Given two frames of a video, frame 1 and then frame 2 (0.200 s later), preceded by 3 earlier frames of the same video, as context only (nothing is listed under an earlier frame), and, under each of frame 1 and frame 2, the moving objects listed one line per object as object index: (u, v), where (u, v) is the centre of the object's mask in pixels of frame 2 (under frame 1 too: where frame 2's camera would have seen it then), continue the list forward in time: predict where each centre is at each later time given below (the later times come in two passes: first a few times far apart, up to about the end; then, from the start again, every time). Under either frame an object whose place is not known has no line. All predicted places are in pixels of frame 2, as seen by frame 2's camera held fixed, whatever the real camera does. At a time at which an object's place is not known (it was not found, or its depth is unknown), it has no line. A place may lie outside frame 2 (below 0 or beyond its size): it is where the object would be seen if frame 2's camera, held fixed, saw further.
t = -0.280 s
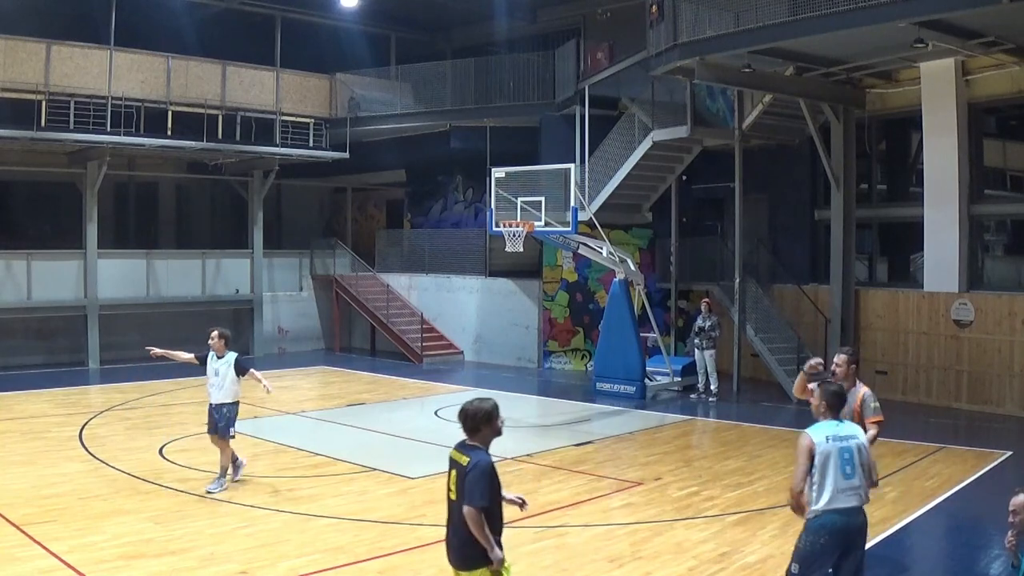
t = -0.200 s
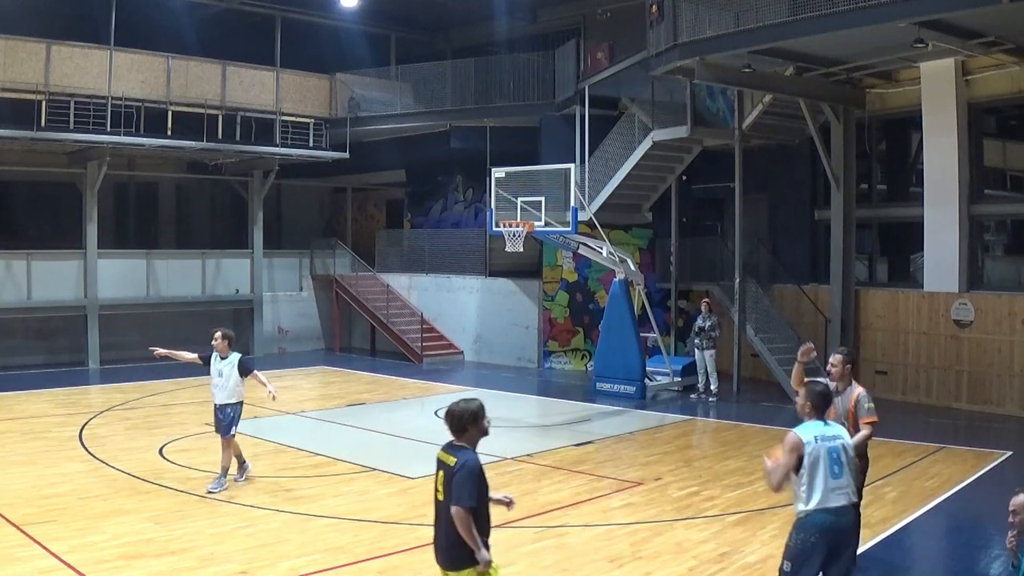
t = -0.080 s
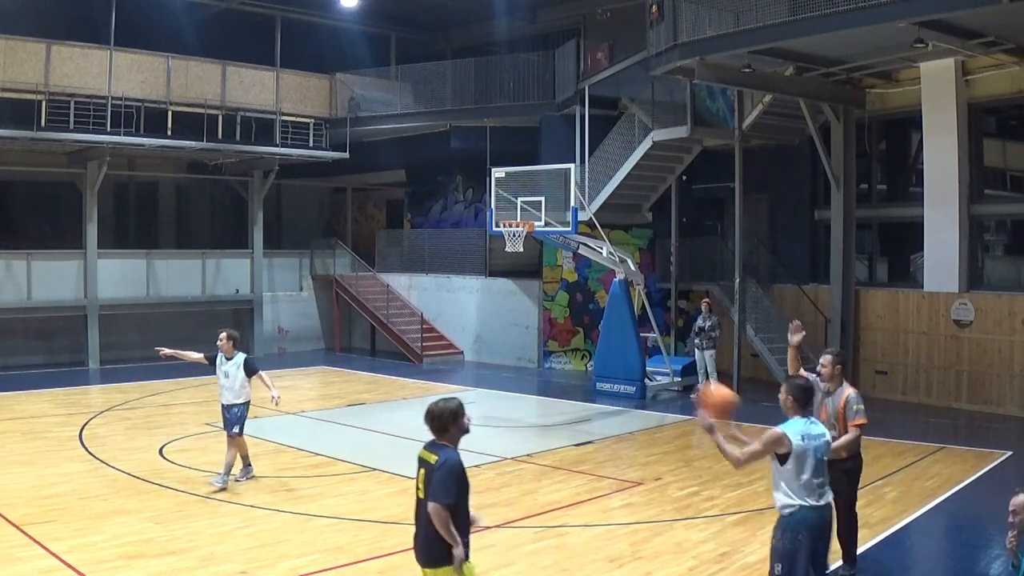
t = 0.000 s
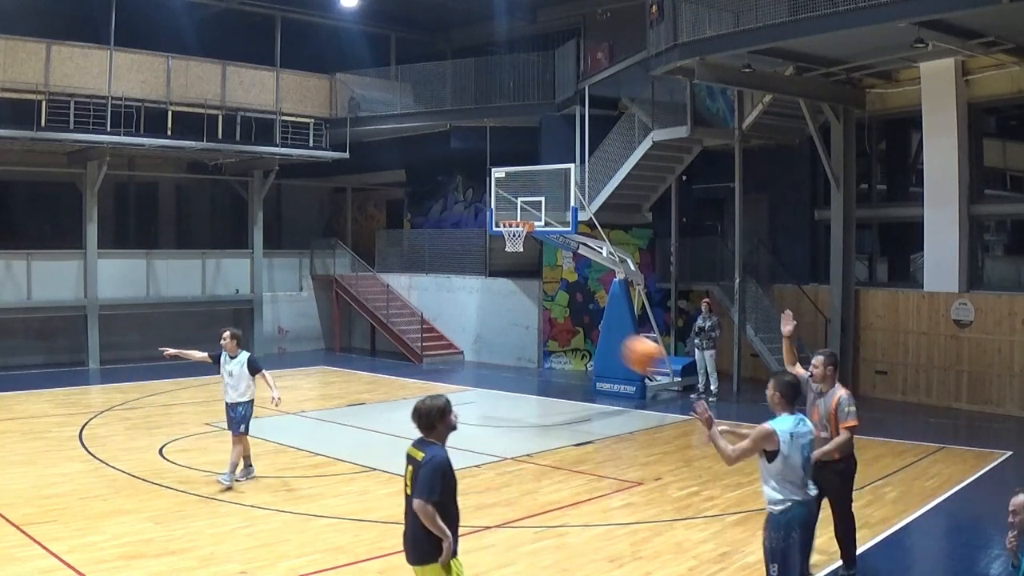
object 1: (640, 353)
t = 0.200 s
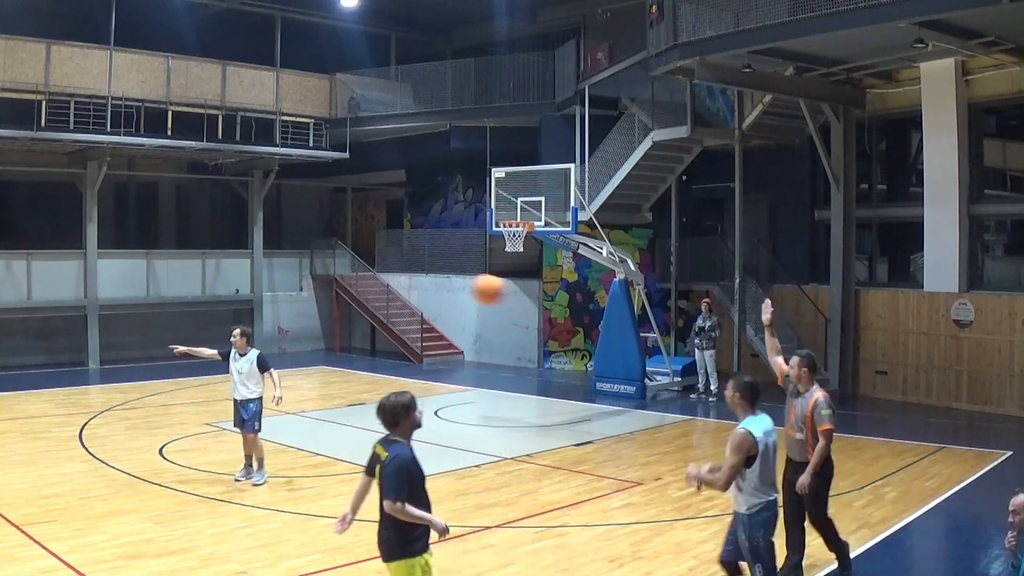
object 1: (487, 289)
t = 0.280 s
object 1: (437, 279)
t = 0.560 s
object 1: (295, 298)
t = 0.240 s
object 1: (462, 282)
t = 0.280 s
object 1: (437, 279)
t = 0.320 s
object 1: (414, 277)
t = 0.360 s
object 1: (391, 277)
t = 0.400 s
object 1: (371, 279)
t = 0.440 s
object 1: (350, 282)
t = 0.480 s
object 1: (331, 286)
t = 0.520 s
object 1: (314, 291)
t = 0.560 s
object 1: (295, 298)
